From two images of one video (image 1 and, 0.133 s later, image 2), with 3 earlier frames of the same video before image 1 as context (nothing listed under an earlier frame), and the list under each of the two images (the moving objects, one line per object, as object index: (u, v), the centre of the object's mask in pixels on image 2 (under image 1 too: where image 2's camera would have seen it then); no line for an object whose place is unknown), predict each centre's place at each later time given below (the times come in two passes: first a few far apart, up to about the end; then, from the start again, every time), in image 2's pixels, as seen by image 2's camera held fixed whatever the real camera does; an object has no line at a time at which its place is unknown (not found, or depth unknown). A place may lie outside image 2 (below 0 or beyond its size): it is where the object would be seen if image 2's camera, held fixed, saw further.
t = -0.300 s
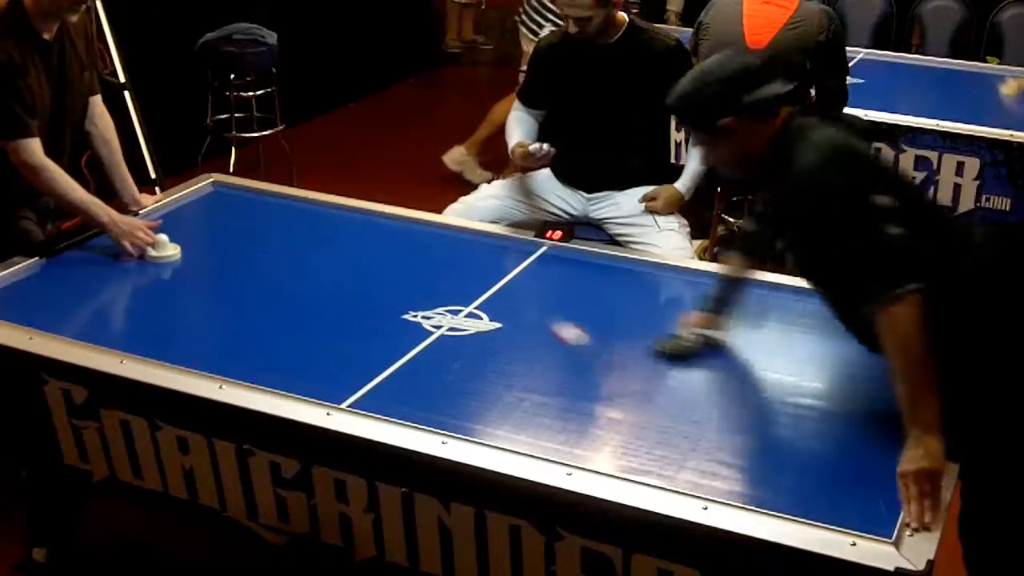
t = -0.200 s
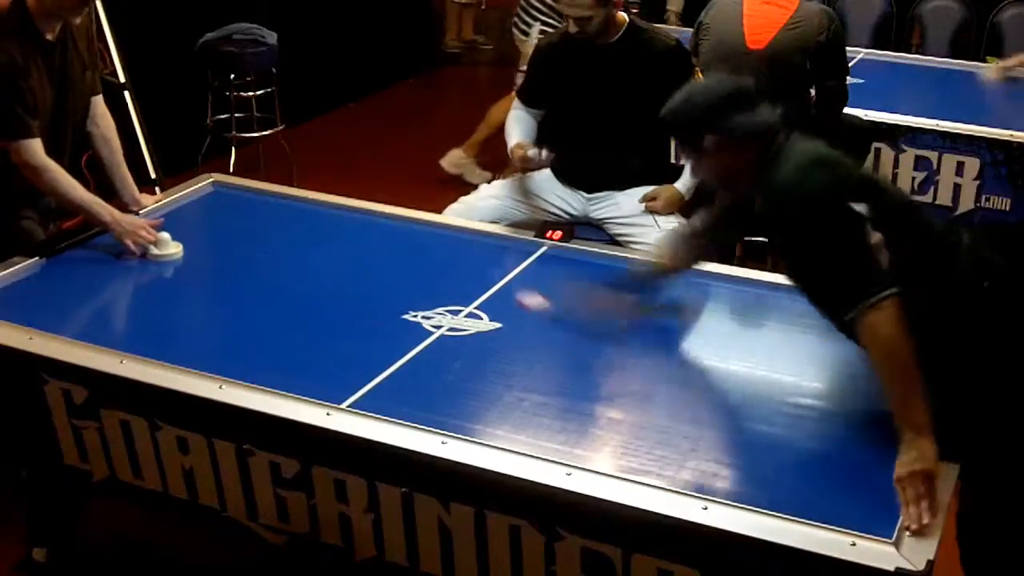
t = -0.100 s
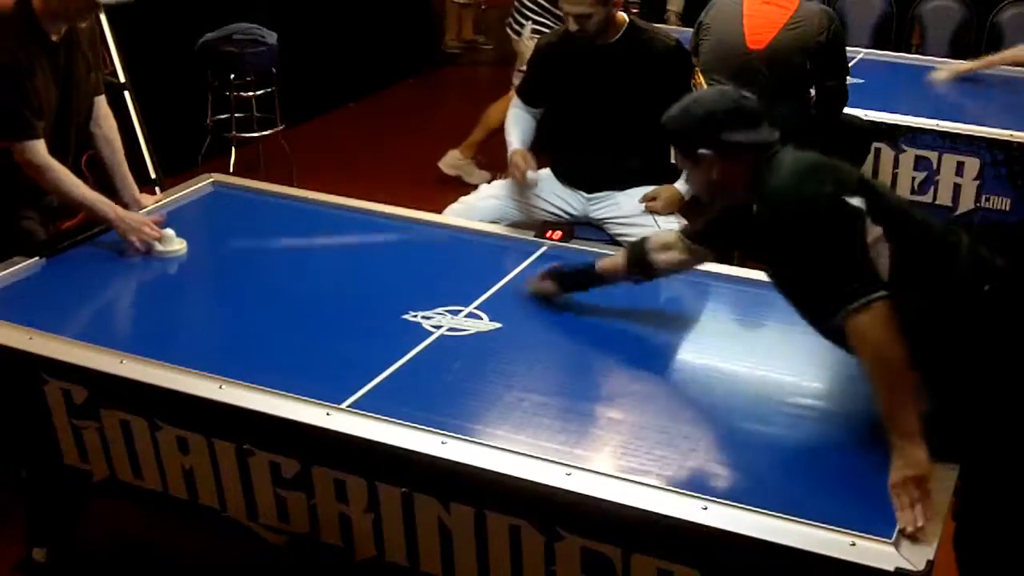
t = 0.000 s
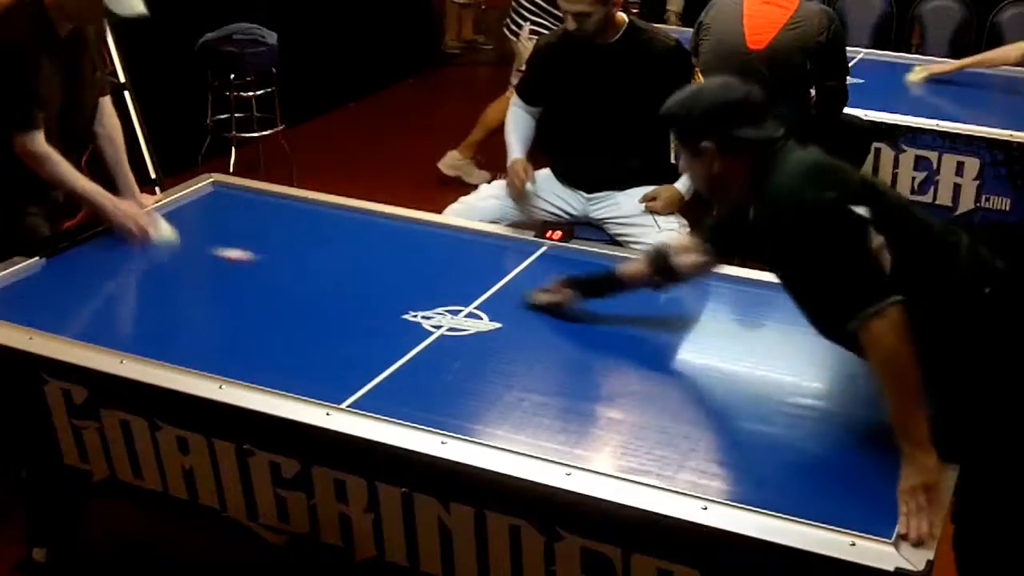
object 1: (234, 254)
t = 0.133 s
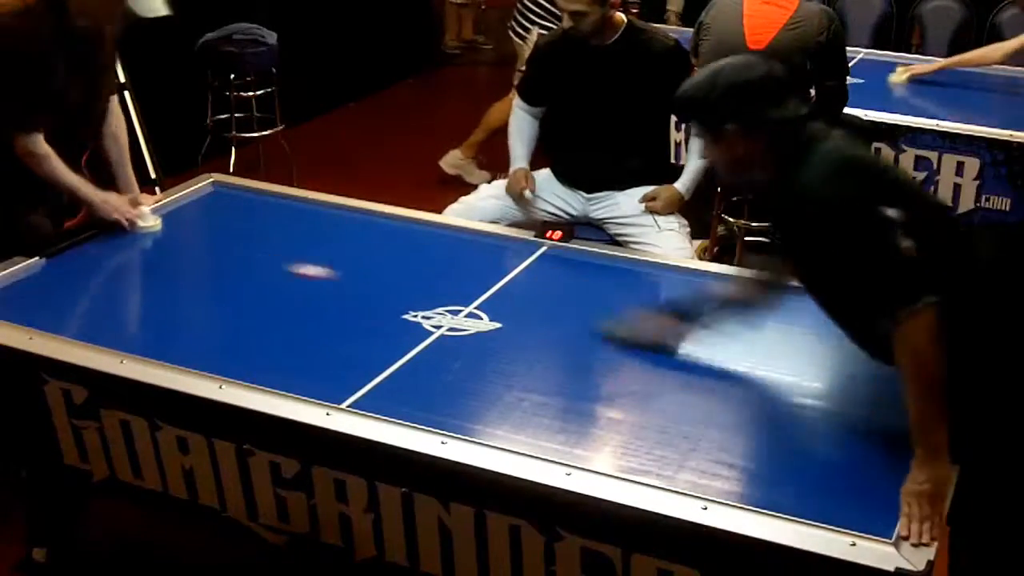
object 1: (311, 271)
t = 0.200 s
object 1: (350, 279)
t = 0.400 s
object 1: (474, 303)
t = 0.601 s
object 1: (608, 330)
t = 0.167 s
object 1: (331, 275)
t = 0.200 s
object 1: (350, 279)
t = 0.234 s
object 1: (370, 283)
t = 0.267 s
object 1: (391, 287)
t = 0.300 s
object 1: (412, 291)
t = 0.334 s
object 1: (433, 296)
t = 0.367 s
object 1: (451, 299)
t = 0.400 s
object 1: (474, 303)
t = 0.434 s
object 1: (499, 309)
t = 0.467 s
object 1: (518, 313)
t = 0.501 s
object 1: (540, 317)
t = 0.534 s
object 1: (562, 321)
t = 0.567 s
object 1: (585, 326)
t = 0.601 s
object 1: (608, 330)
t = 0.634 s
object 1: (629, 334)
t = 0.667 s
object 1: (652, 339)
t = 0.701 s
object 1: (675, 345)
